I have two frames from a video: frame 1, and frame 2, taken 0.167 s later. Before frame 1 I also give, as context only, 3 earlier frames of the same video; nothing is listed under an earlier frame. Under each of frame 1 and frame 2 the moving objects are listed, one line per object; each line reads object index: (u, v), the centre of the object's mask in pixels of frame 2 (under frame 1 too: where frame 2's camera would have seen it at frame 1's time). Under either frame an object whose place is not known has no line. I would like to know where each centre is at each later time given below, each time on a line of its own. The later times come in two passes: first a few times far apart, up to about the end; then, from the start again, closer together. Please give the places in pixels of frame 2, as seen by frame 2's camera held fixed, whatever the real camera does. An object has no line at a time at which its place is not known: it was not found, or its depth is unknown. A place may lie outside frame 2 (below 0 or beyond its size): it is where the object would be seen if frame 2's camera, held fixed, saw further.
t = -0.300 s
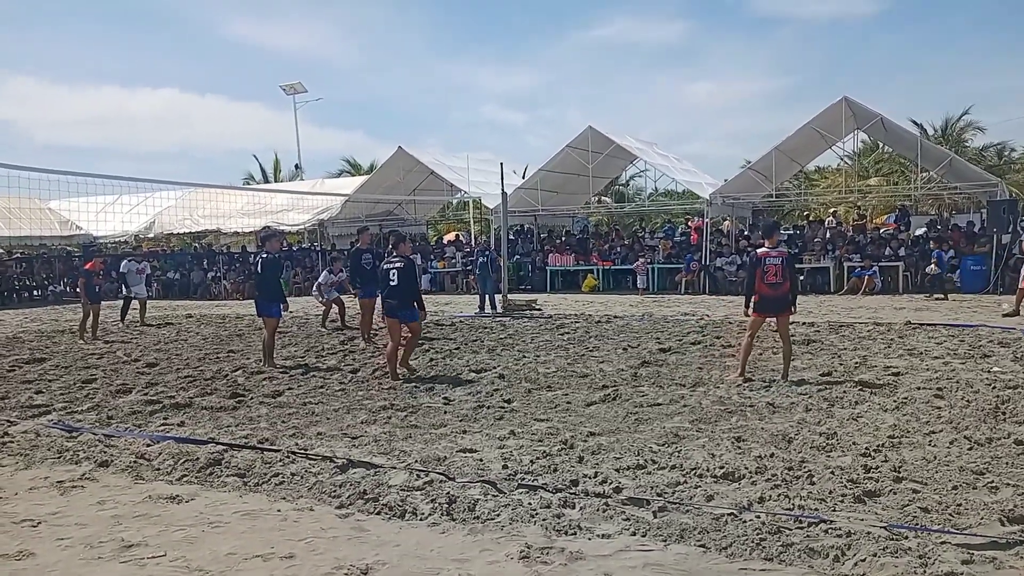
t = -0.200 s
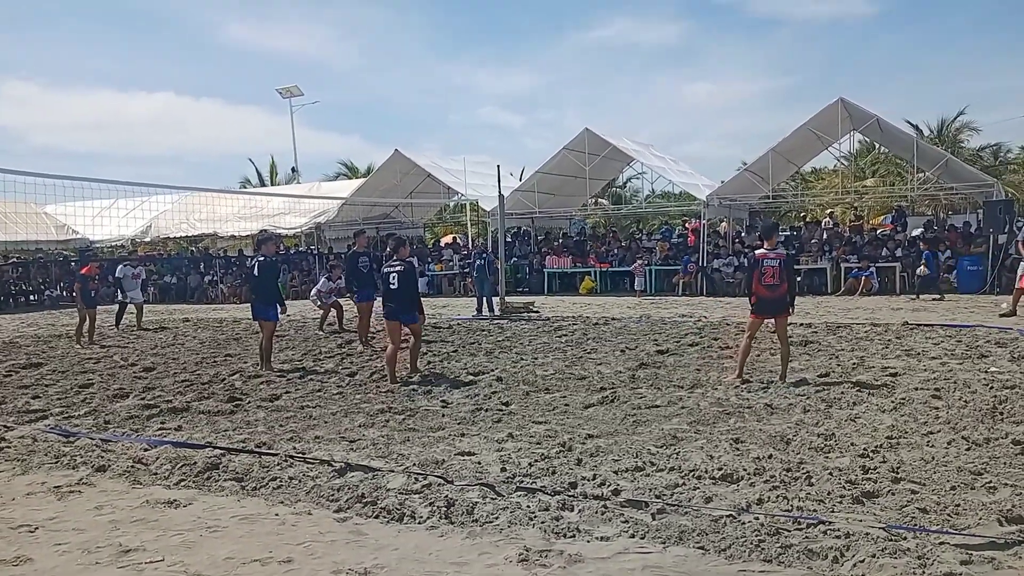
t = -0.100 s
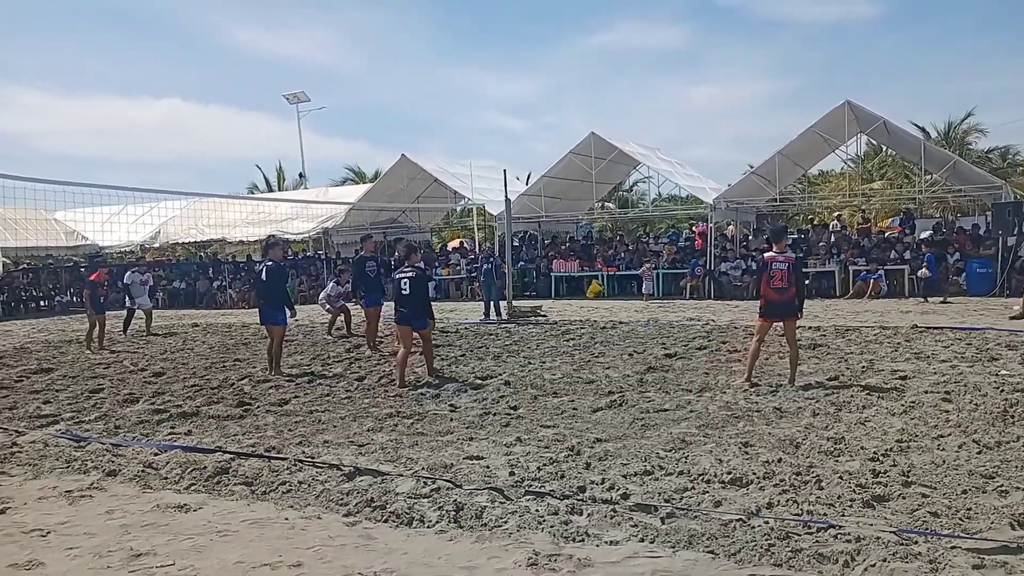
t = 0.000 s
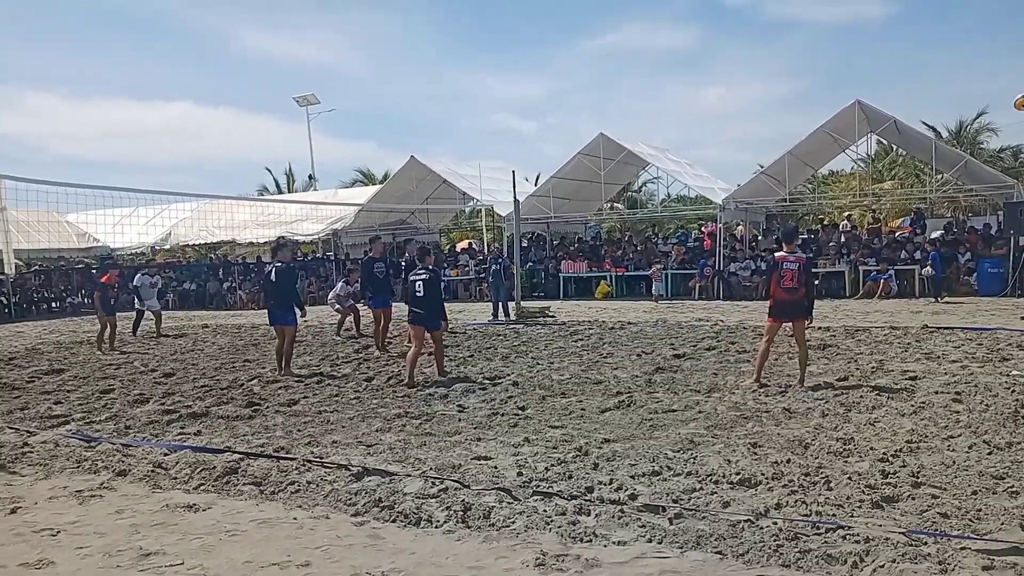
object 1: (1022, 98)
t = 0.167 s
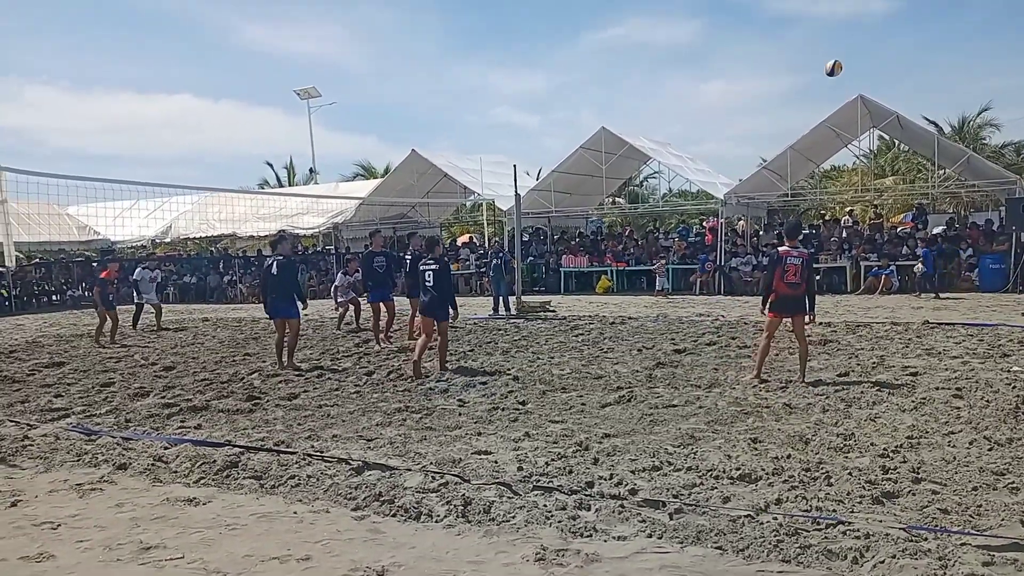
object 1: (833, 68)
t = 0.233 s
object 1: (760, 64)
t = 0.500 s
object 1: (500, 84)
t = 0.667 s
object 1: (361, 121)
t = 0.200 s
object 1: (797, 65)
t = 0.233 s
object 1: (760, 64)
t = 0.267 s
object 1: (724, 63)
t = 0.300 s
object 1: (690, 64)
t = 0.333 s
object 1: (657, 65)
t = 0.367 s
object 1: (624, 67)
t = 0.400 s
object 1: (592, 70)
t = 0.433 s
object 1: (561, 74)
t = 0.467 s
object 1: (530, 79)
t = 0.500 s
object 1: (500, 84)
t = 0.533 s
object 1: (471, 90)
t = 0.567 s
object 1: (442, 97)
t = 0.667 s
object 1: (361, 121)
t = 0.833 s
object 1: (233, 172)
